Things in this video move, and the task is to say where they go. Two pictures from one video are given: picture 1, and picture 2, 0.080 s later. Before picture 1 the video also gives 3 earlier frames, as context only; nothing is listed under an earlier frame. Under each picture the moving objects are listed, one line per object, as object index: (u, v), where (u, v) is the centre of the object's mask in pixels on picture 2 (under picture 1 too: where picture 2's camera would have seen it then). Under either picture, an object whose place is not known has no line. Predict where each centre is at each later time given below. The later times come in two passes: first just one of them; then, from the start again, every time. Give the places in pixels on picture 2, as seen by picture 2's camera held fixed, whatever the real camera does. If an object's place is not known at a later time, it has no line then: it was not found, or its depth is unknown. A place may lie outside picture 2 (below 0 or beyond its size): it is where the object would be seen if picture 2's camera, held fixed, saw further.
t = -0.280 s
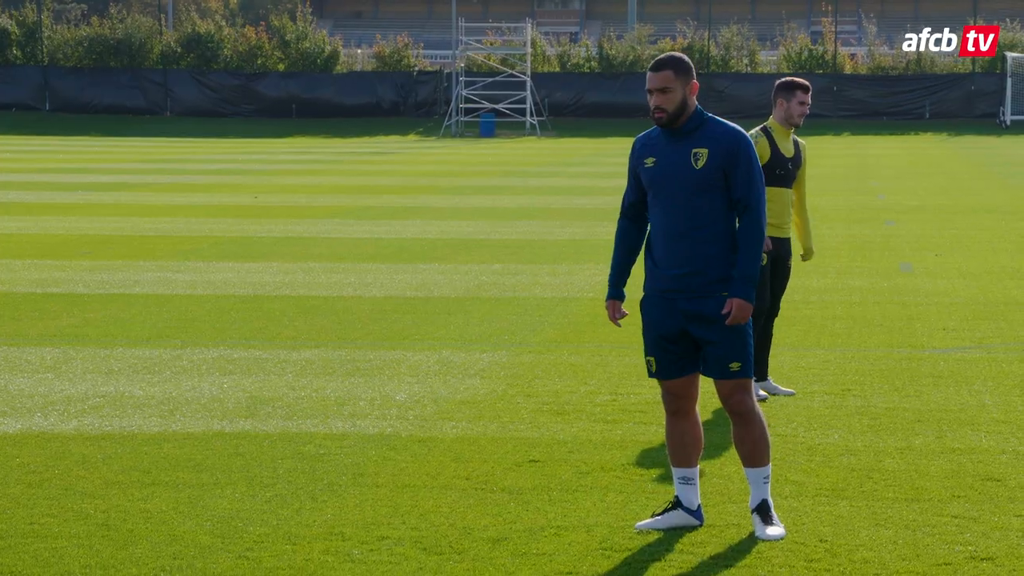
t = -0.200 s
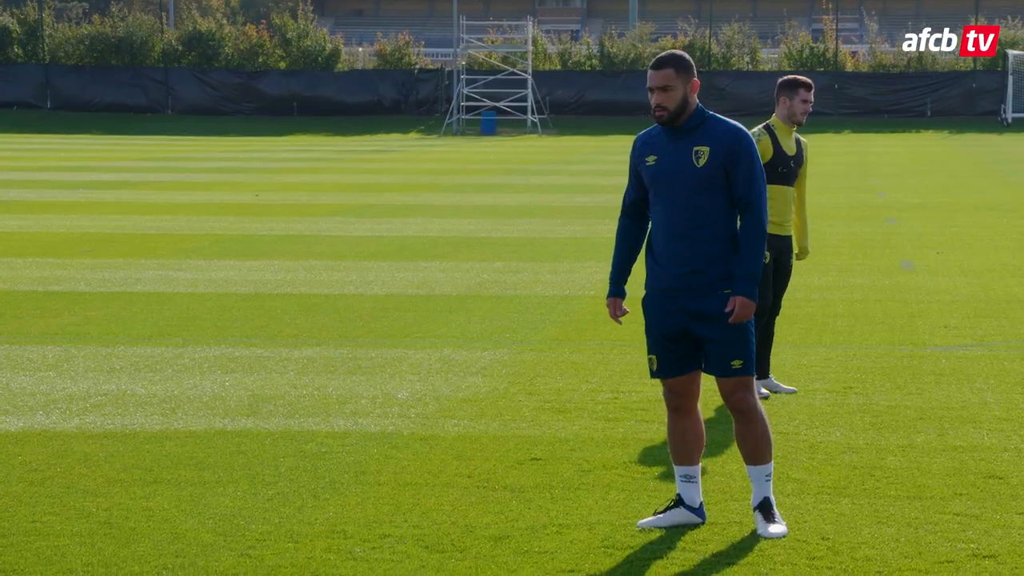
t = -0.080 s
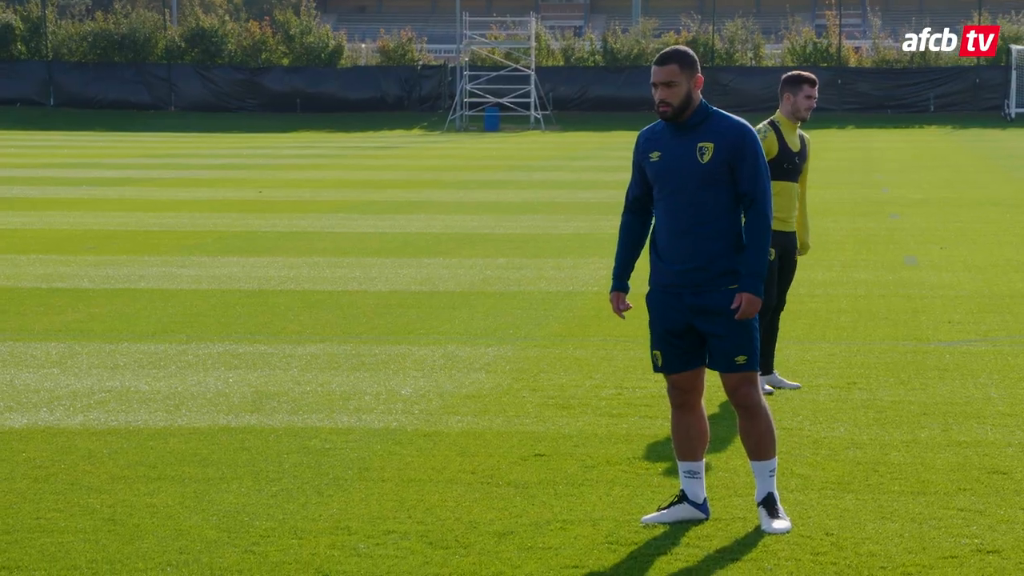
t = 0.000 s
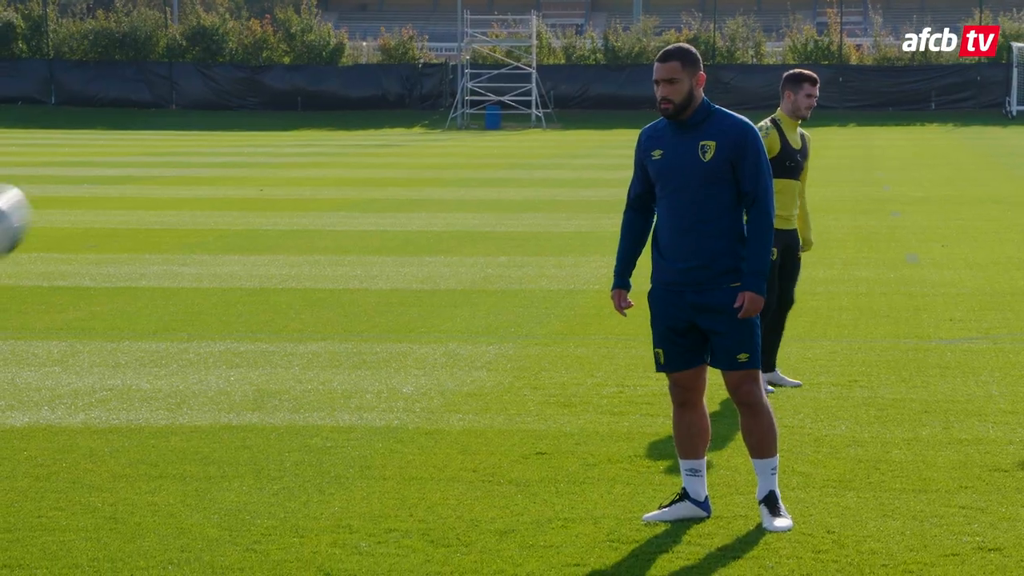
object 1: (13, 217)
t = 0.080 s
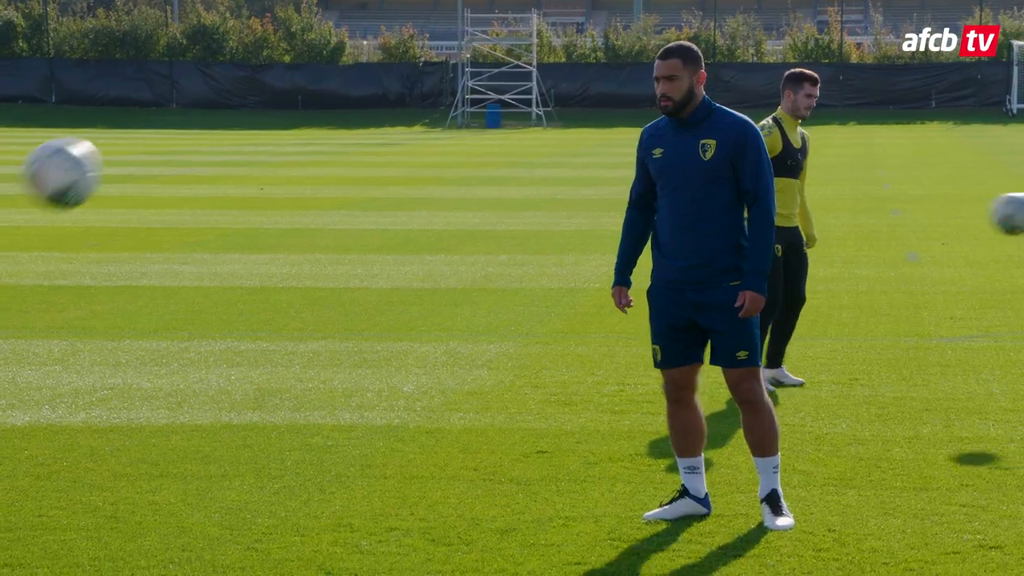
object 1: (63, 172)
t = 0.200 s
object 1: (162, 142)
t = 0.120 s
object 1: (98, 156)
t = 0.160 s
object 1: (131, 146)
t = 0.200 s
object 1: (162, 142)
